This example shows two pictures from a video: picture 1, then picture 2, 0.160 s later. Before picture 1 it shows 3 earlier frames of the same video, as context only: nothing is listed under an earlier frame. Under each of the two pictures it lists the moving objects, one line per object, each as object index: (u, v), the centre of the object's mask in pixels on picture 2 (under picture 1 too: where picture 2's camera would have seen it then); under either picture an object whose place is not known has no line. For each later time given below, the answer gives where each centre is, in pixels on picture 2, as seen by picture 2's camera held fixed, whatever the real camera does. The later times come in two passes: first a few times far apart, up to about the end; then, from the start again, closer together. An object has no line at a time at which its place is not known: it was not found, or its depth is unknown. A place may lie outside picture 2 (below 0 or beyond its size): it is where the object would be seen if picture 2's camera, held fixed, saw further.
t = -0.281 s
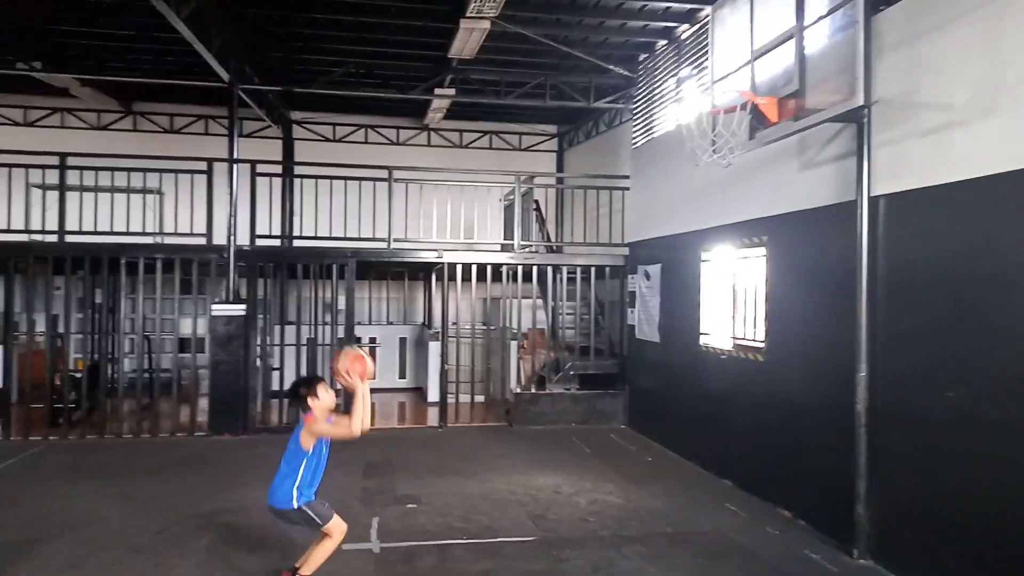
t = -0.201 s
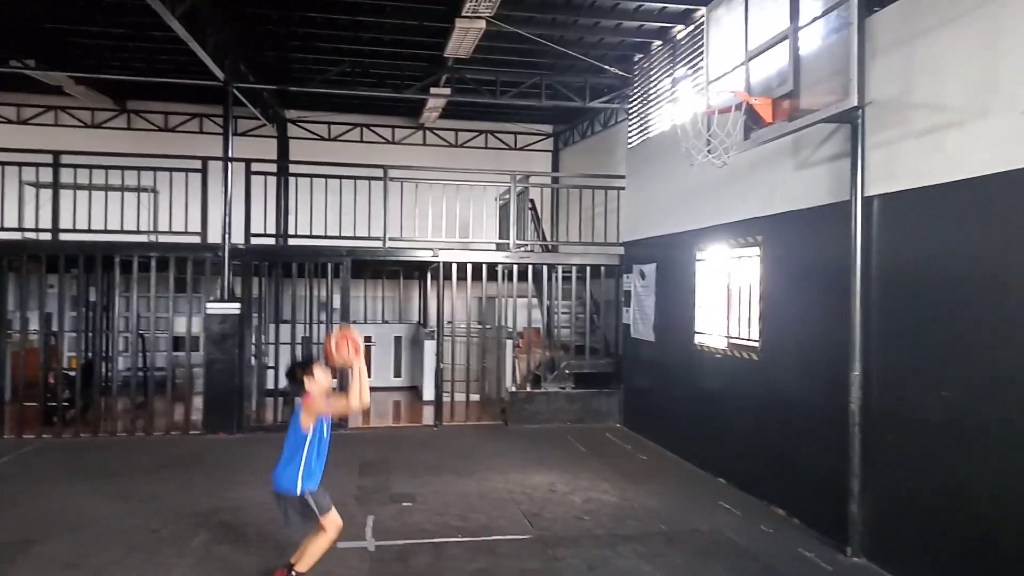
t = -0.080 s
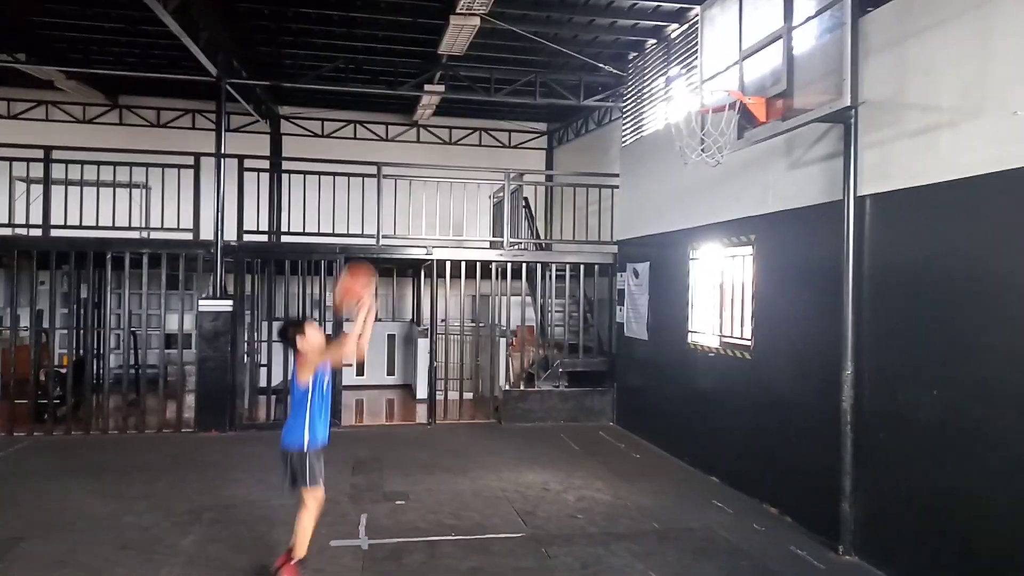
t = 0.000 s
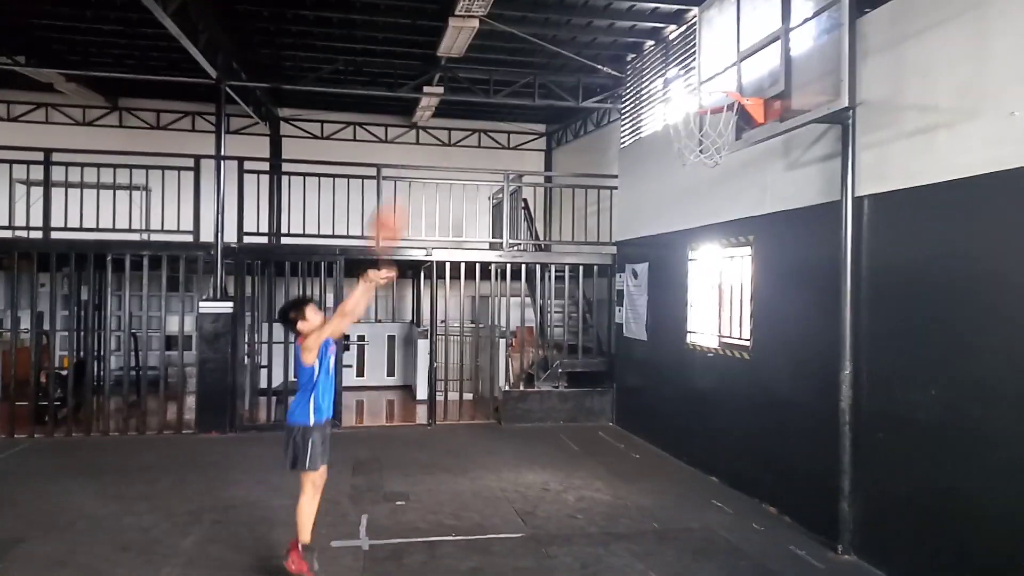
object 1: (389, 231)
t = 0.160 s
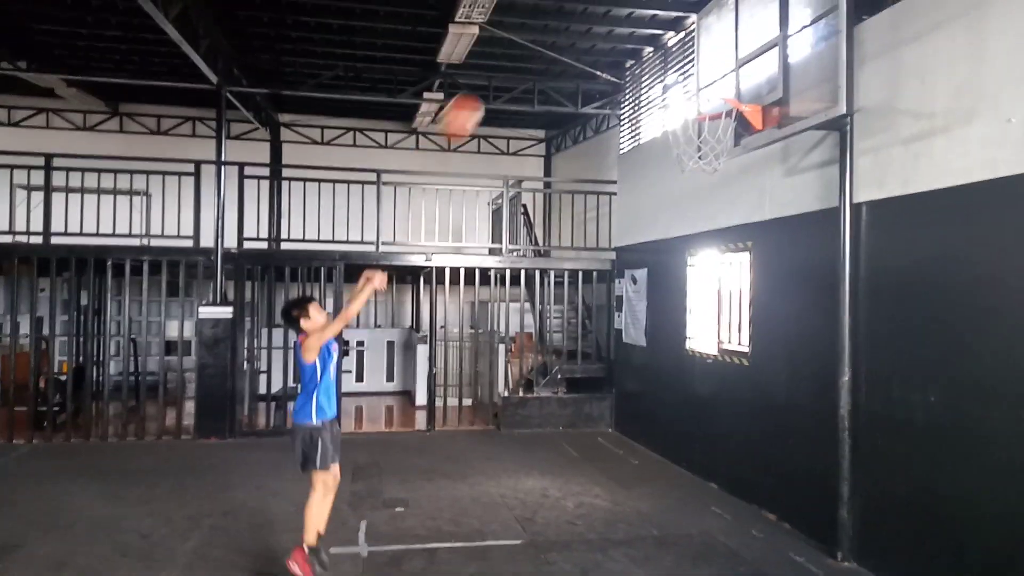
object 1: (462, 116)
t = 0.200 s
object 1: (477, 98)
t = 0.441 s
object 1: (580, 21)
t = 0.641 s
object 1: (661, 27)
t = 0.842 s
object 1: (733, 87)
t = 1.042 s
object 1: (742, 30)
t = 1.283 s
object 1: (736, 28)
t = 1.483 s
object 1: (732, 87)
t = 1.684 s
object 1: (703, 48)
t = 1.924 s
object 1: (669, 68)
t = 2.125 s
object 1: (625, 115)
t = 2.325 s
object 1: (578, 200)
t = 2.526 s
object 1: (529, 351)
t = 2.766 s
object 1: (473, 518)
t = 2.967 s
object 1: (443, 370)
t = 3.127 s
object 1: (415, 292)
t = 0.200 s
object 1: (477, 98)
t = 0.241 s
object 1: (495, 79)
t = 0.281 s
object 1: (512, 63)
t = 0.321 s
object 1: (529, 48)
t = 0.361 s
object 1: (546, 37)
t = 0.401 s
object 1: (563, 28)
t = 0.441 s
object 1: (580, 21)
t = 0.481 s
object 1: (596, 18)
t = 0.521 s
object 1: (612, 17)
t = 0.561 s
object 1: (629, 18)
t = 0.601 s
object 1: (646, 21)
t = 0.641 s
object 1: (661, 27)
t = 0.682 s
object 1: (674, 33)
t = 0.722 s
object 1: (689, 45)
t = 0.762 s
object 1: (704, 57)
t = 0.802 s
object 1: (719, 73)
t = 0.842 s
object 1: (733, 87)
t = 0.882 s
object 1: (736, 76)
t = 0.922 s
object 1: (737, 61)
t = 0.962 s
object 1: (739, 49)
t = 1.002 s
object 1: (740, 38)
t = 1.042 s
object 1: (742, 30)
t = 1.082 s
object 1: (742, 24)
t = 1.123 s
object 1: (741, 20)
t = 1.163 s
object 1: (740, 19)
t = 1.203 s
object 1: (738, 20)
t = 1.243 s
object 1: (737, 23)
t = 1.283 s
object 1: (736, 28)
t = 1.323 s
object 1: (735, 36)
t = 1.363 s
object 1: (734, 47)
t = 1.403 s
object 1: (733, 60)
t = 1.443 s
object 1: (732, 75)
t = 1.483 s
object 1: (732, 87)
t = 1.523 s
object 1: (726, 81)
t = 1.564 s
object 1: (720, 70)
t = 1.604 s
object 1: (714, 60)
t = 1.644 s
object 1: (709, 54)
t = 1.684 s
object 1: (703, 48)
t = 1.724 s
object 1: (697, 46)
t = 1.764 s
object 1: (691, 46)
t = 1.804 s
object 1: (686, 48)
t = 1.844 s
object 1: (680, 53)
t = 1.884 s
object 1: (675, 59)
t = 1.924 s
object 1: (669, 68)
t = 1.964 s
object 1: (662, 80)
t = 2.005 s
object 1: (655, 92)
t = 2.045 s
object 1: (644, 98)
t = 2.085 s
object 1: (635, 105)
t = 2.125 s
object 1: (625, 115)
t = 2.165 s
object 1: (615, 127)
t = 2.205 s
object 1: (606, 143)
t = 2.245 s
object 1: (597, 160)
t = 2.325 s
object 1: (578, 200)
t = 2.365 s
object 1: (568, 225)
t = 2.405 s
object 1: (558, 253)
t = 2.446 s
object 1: (548, 282)
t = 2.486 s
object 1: (538, 315)
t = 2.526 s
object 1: (529, 351)
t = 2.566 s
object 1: (519, 385)
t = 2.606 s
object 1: (509, 427)
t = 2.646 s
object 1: (499, 467)
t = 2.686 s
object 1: (489, 513)
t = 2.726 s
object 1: (479, 548)
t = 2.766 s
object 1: (473, 518)
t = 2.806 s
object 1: (467, 483)
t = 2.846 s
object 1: (461, 453)
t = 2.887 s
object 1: (455, 423)
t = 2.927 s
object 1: (450, 396)
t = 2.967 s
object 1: (443, 370)
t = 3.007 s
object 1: (437, 349)
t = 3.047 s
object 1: (428, 327)
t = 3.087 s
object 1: (422, 309)
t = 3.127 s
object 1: (415, 292)
